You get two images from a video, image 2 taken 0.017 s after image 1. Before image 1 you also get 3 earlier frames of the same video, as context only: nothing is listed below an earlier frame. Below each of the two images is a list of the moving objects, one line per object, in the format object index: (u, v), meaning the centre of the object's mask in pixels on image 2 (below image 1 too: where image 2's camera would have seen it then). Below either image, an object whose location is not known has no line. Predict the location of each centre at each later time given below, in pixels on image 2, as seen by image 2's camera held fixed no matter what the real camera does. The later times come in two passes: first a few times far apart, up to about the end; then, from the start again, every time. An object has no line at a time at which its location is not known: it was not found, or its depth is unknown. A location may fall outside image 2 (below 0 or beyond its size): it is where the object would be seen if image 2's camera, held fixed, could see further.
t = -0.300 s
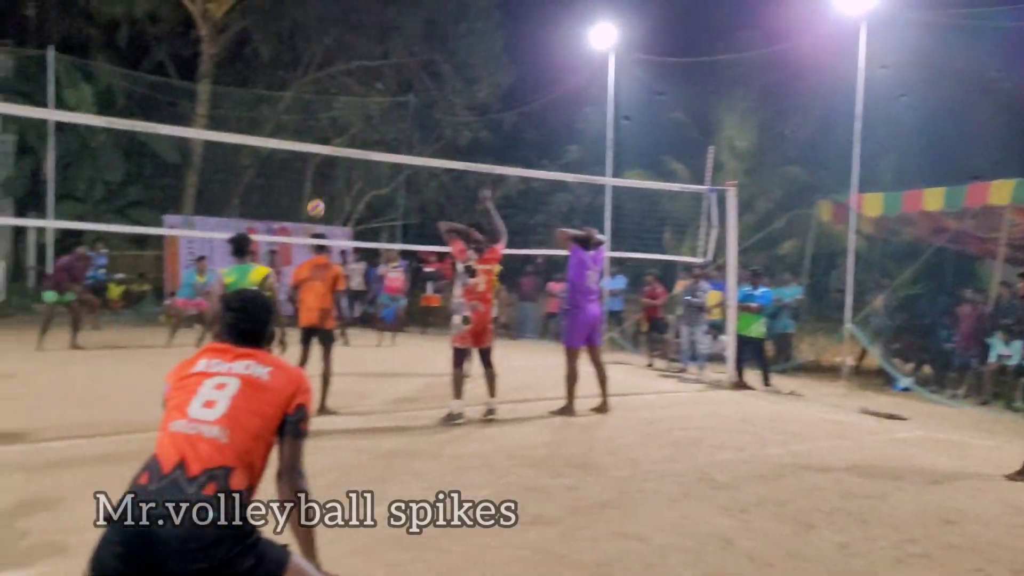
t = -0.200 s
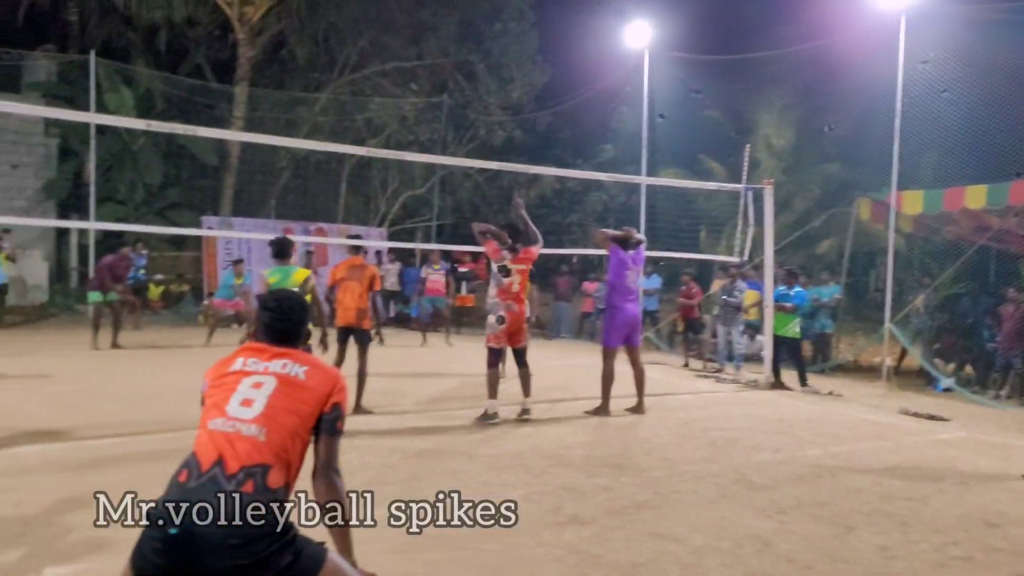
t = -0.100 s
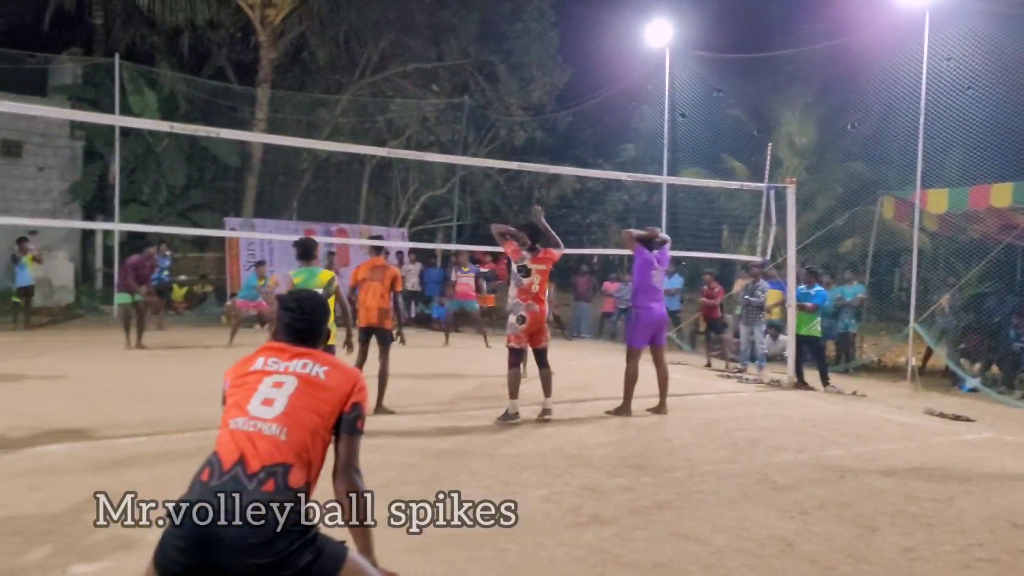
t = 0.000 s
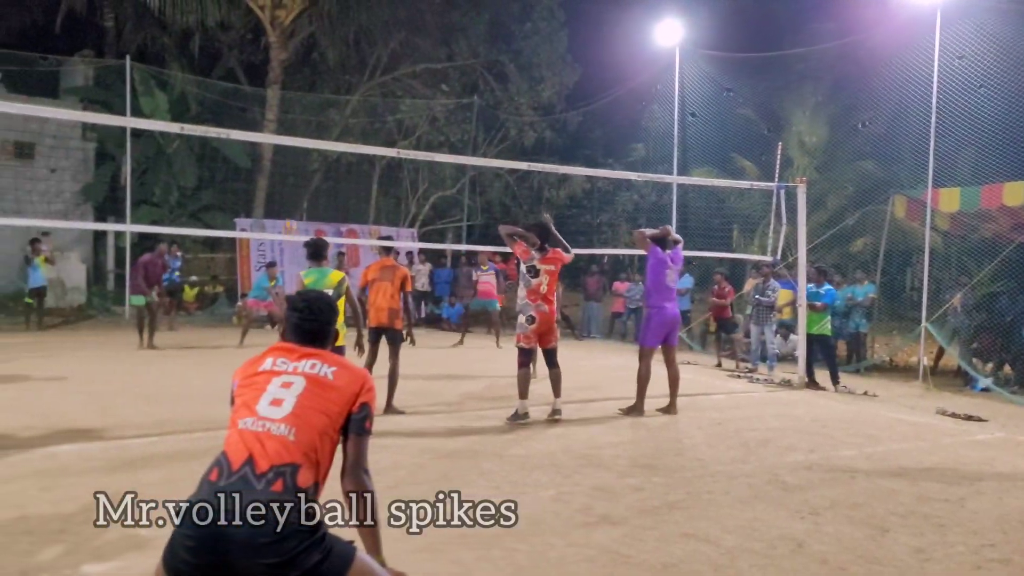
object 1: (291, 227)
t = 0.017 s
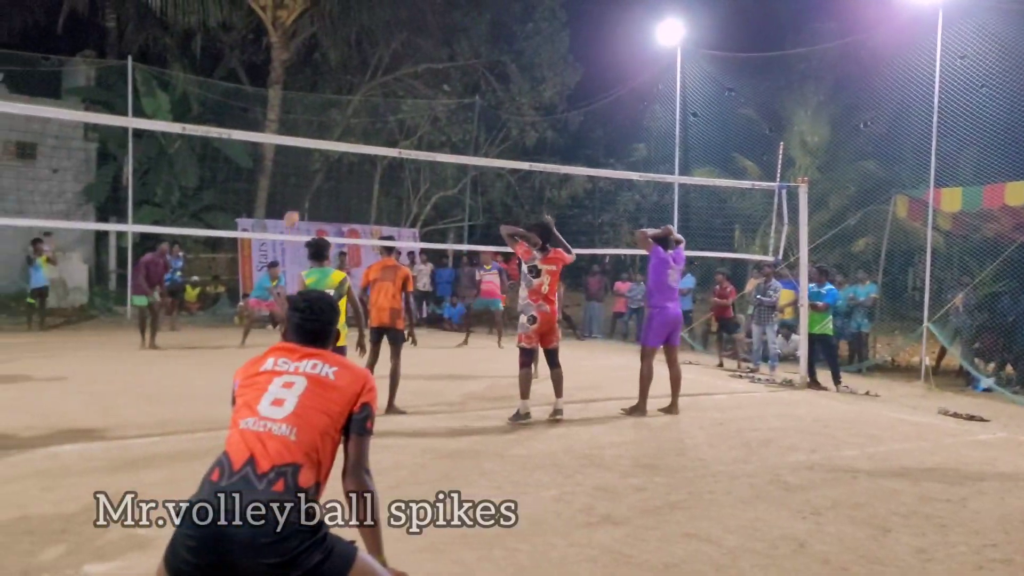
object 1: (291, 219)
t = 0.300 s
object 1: (299, 100)
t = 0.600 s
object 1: (305, 28)
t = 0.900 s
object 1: (308, 19)
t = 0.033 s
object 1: (292, 211)
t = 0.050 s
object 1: (293, 202)
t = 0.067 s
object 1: (293, 195)
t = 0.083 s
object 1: (293, 187)
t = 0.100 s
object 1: (294, 179)
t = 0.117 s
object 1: (295, 172)
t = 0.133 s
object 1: (295, 164)
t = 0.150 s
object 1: (296, 157)
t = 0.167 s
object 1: (296, 152)
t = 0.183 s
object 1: (296, 148)
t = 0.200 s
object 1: (297, 133)
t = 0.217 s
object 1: (297, 130)
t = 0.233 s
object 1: (298, 124)
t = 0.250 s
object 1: (298, 118)
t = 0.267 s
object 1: (299, 112)
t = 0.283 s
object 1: (299, 106)
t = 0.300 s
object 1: (299, 100)
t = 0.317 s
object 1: (300, 94)
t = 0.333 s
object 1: (300, 89)
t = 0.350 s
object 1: (300, 84)
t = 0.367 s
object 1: (301, 79)
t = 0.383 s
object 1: (301, 74)
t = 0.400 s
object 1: (301, 70)
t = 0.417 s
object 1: (302, 65)
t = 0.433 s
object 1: (302, 61)
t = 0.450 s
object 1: (302, 57)
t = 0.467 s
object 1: (302, 52)
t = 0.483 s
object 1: (303, 49)
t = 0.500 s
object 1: (303, 46)
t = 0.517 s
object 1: (303, 43)
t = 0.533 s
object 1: (304, 39)
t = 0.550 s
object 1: (304, 36)
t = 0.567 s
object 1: (304, 34)
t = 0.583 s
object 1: (304, 31)
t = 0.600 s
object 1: (305, 28)
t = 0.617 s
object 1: (305, 27)
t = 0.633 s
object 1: (305, 24)
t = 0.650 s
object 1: (306, 23)
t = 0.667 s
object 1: (306, 21)
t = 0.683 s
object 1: (306, 20)
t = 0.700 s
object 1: (307, 18)
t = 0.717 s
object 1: (307, 17)
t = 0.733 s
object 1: (307, 16)
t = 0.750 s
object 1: (307, 16)
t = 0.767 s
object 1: (307, 16)
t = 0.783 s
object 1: (307, 15)
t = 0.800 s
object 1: (308, 15)
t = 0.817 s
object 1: (308, 15)
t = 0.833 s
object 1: (308, 15)
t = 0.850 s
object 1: (309, 16)
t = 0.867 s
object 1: (308, 16)
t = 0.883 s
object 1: (308, 17)
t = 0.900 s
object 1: (308, 19)
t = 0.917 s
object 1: (308, 20)
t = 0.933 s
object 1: (309, 22)
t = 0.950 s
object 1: (309, 24)
